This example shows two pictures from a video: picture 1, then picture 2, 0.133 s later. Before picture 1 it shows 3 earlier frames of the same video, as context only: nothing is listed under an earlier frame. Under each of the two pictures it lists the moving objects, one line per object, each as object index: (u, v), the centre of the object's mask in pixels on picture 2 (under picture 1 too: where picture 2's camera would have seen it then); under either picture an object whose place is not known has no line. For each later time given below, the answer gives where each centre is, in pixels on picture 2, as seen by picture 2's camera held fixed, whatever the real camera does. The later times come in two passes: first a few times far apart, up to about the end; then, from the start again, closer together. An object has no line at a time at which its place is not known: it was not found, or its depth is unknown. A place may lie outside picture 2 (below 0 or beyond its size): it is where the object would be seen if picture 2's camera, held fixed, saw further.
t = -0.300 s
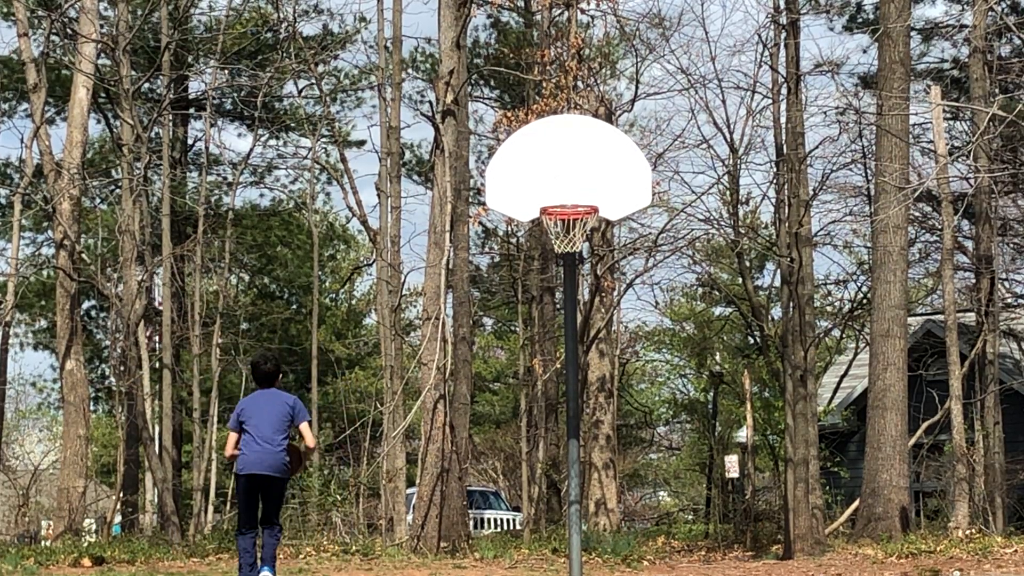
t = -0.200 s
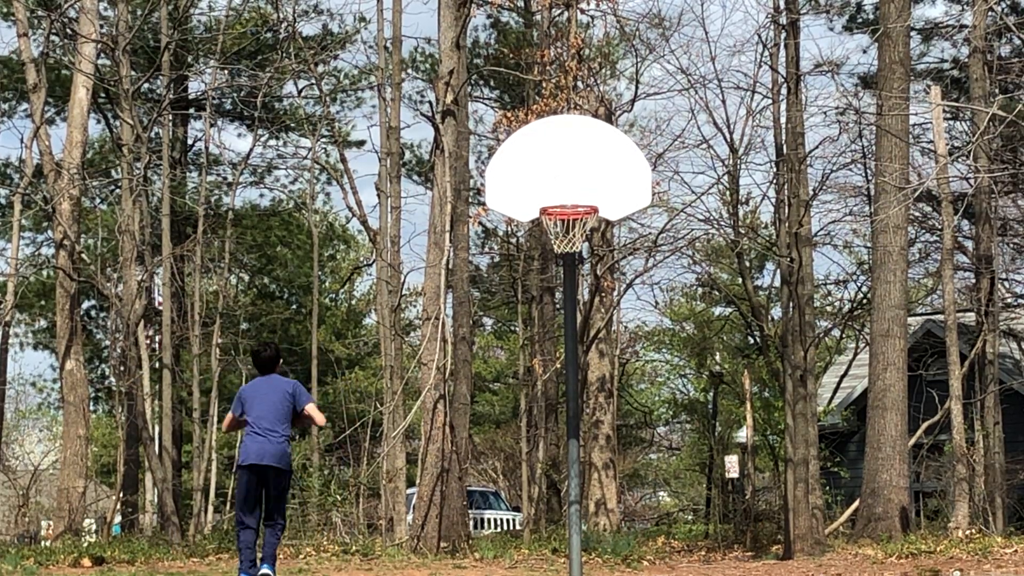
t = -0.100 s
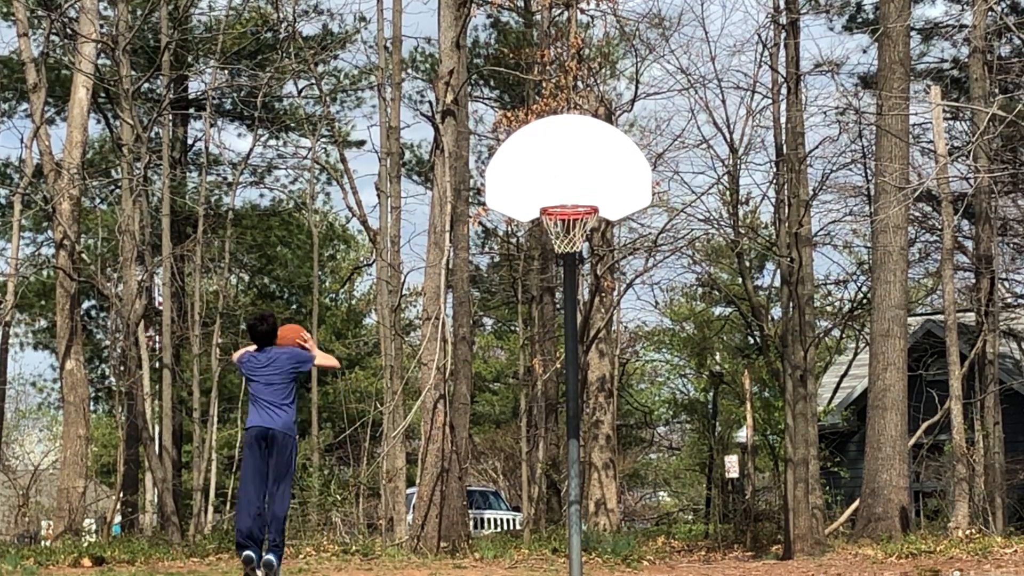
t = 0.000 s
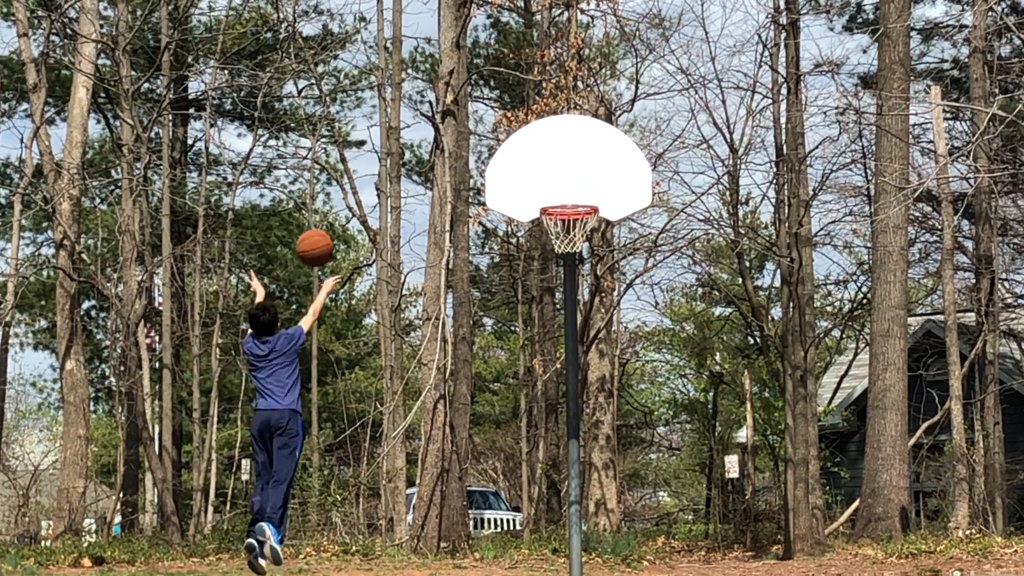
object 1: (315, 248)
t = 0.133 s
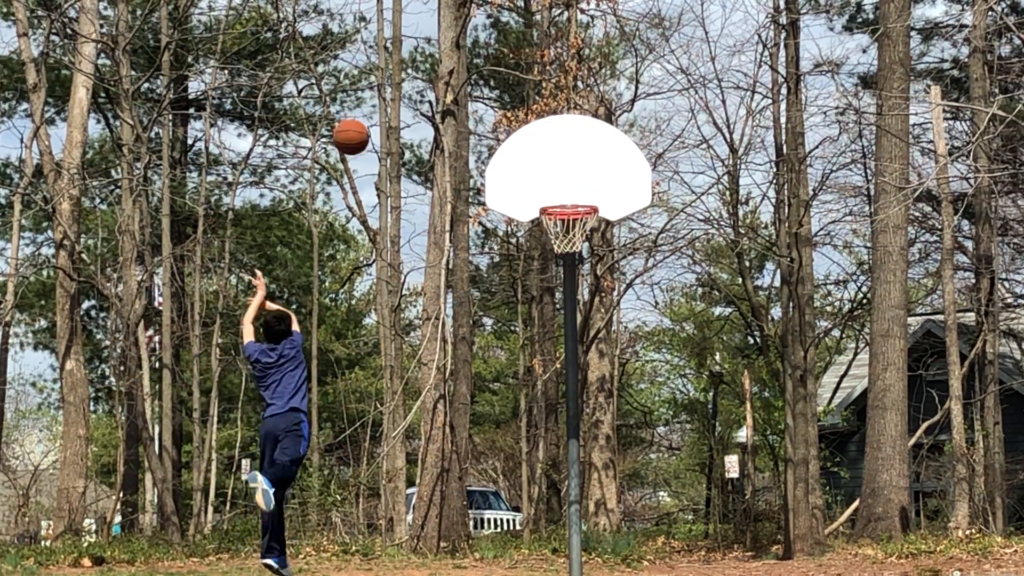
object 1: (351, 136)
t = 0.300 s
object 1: (394, 45)
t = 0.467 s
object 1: (436, 6)
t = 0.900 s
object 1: (531, 52)
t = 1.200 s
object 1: (589, 184)
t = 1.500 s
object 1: (649, 93)
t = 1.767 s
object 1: (705, 102)
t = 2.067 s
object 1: (768, 213)
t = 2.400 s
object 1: (840, 461)
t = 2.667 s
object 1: (888, 442)
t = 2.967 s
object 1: (936, 309)
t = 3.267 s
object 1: (987, 287)
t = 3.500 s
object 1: (1019, 343)
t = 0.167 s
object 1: (360, 114)
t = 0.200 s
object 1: (368, 94)
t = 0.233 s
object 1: (377, 76)
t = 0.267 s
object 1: (386, 59)
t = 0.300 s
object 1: (394, 45)
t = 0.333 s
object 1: (403, 32)
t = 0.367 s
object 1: (411, 21)
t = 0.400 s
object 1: (419, 13)
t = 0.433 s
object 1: (428, 9)
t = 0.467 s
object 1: (436, 6)
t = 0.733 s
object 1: (496, 8)
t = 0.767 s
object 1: (503, 13)
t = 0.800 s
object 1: (511, 18)
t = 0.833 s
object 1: (517, 28)
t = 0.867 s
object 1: (524, 40)
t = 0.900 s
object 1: (531, 52)
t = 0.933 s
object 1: (538, 64)
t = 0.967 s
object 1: (544, 79)
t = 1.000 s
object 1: (550, 95)
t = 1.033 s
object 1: (557, 111)
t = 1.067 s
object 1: (564, 130)
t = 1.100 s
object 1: (570, 149)
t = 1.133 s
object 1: (576, 169)
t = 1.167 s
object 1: (582, 190)
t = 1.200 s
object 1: (589, 184)
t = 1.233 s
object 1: (595, 169)
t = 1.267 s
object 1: (602, 154)
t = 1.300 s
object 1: (609, 142)
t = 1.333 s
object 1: (616, 130)
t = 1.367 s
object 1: (622, 120)
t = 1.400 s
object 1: (629, 111)
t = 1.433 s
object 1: (636, 104)
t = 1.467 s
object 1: (643, 98)
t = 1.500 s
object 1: (649, 93)
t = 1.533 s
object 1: (656, 90)
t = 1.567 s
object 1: (663, 88)
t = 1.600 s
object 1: (670, 87)
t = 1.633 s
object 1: (676, 87)
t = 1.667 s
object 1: (684, 89)
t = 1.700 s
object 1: (691, 92)
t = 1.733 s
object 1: (698, 97)
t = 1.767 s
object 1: (705, 102)
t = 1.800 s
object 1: (712, 109)
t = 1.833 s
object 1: (719, 117)
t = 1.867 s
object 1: (726, 127)
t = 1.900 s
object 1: (733, 139)
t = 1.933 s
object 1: (740, 151)
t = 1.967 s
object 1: (747, 164)
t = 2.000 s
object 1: (754, 179)
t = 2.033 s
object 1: (761, 195)
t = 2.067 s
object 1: (768, 213)
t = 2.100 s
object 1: (775, 231)
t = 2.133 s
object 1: (782, 251)
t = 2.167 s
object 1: (789, 273)
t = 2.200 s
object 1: (797, 296)
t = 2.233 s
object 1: (803, 321)
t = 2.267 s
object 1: (811, 346)
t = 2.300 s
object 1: (817, 373)
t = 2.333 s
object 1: (825, 401)
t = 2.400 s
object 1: (840, 461)
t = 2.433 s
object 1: (847, 494)
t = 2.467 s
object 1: (855, 528)
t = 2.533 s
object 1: (868, 538)
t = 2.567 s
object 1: (873, 512)
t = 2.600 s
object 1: (877, 487)
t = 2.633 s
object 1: (883, 464)
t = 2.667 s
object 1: (888, 442)
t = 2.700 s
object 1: (893, 422)
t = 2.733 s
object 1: (898, 403)
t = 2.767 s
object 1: (904, 385)
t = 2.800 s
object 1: (909, 369)
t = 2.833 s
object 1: (914, 355)
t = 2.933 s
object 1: (931, 319)
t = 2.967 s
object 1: (936, 309)
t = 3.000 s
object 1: (942, 301)
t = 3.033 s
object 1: (947, 296)
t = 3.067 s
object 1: (953, 291)
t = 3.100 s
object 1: (958, 287)
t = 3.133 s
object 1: (964, 284)
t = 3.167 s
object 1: (970, 283)
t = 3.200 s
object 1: (975, 283)
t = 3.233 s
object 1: (981, 285)
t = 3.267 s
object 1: (987, 287)
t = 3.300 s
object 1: (992, 292)
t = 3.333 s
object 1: (998, 297)
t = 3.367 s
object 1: (1004, 303)
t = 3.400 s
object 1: (1009, 311)
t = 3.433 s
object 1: (1013, 321)
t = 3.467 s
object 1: (1016, 331)
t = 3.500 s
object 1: (1019, 343)
